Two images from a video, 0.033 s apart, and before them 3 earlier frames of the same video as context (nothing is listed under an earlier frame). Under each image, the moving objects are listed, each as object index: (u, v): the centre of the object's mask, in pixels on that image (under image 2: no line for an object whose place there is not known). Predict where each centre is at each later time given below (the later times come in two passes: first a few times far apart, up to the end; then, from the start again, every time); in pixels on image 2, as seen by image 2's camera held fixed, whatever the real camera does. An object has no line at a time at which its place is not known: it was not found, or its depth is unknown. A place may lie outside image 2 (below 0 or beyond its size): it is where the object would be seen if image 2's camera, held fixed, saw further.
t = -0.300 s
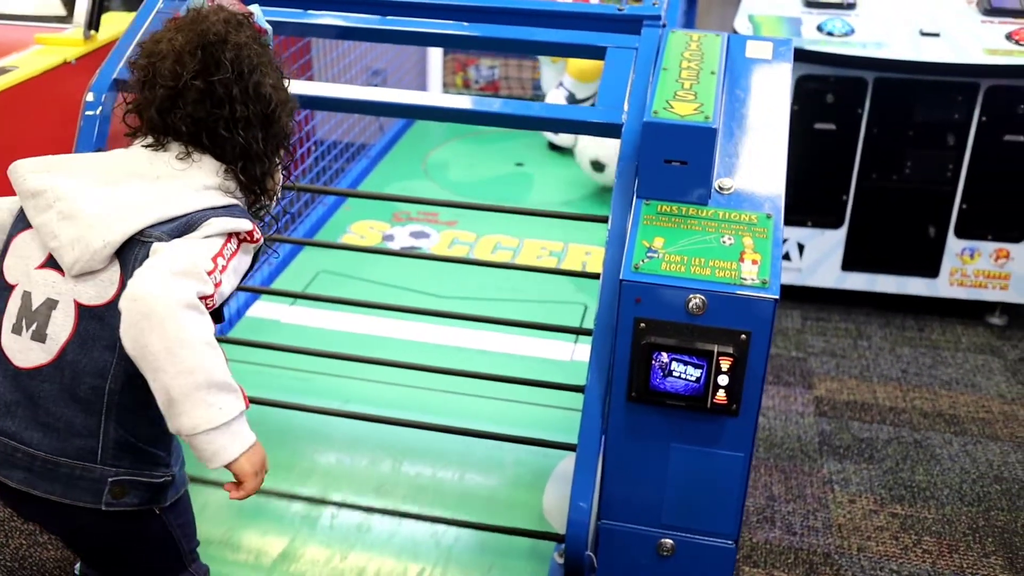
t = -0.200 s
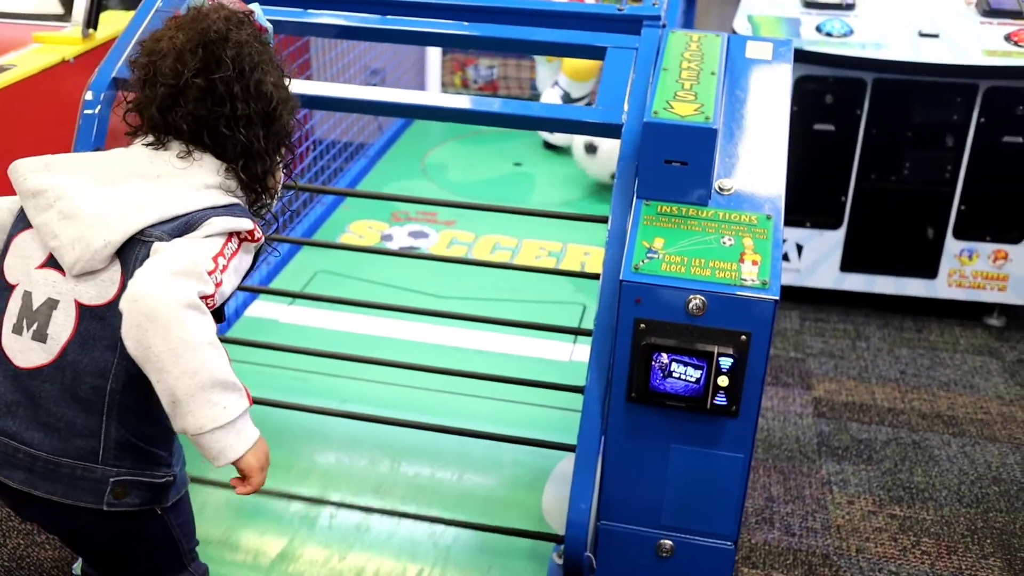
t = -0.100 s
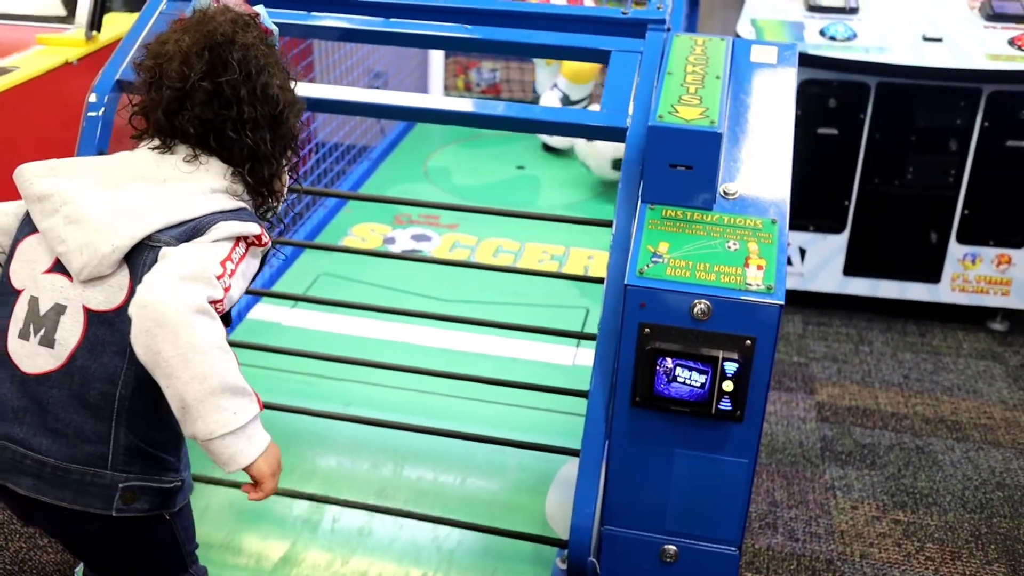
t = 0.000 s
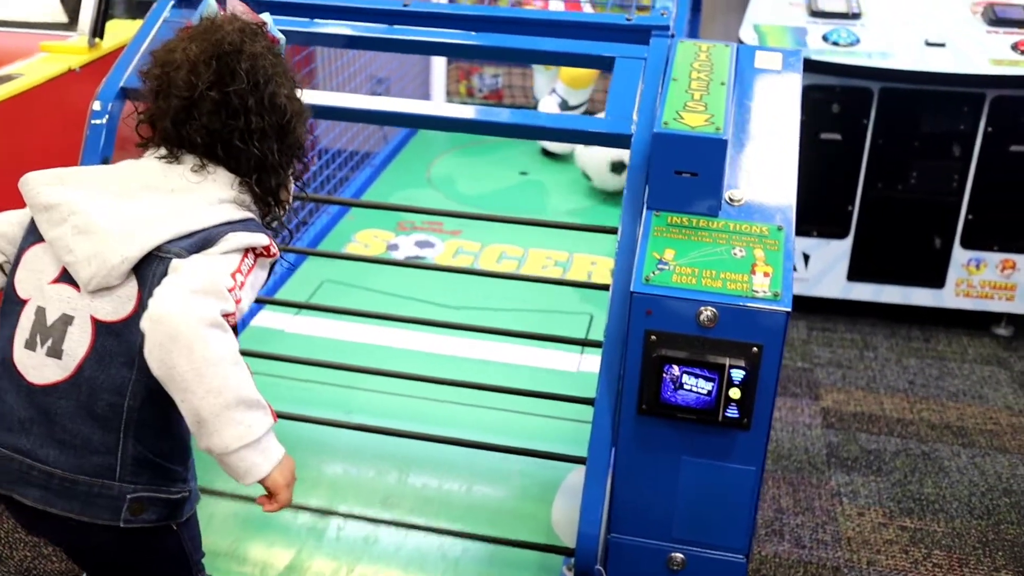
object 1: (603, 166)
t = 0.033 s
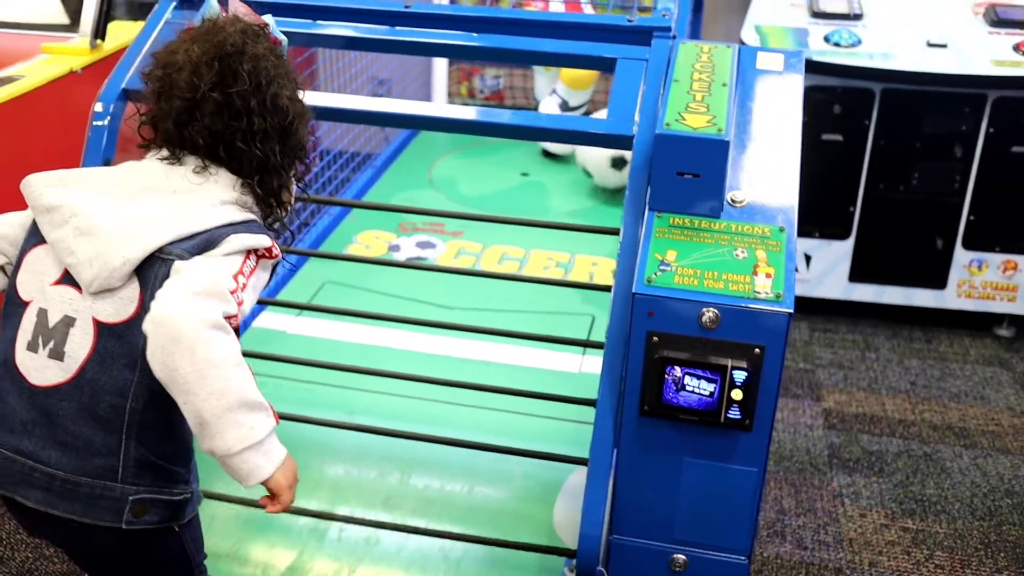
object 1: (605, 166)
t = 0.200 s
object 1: (601, 166)
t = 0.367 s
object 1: (596, 167)
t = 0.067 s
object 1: (605, 164)
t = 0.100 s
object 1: (604, 164)
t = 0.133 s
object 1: (603, 165)
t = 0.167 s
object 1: (602, 169)
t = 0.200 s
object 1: (601, 166)
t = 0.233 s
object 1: (601, 165)
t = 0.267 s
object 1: (600, 165)
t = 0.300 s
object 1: (599, 167)
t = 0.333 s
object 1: (598, 168)
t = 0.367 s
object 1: (596, 167)
